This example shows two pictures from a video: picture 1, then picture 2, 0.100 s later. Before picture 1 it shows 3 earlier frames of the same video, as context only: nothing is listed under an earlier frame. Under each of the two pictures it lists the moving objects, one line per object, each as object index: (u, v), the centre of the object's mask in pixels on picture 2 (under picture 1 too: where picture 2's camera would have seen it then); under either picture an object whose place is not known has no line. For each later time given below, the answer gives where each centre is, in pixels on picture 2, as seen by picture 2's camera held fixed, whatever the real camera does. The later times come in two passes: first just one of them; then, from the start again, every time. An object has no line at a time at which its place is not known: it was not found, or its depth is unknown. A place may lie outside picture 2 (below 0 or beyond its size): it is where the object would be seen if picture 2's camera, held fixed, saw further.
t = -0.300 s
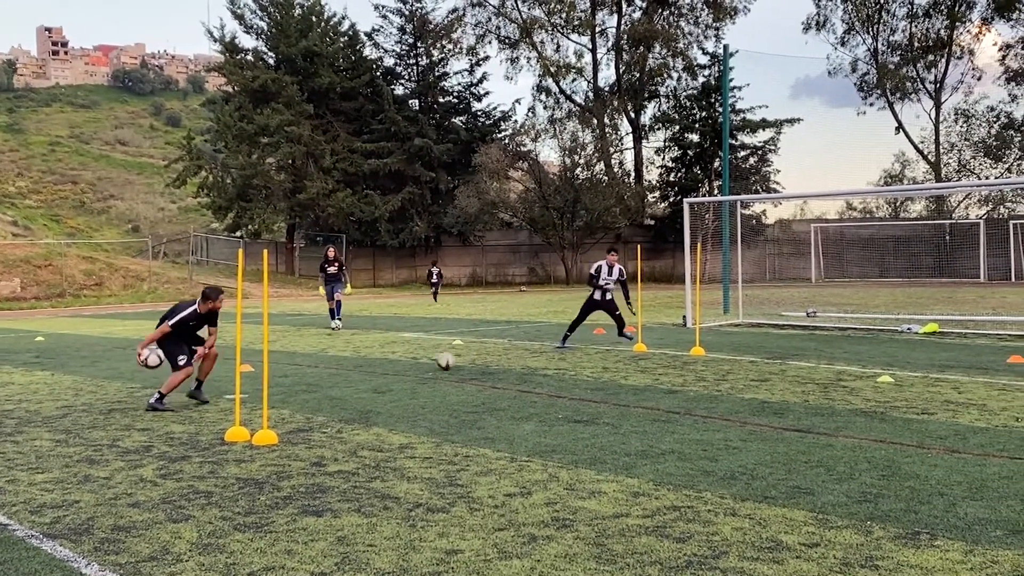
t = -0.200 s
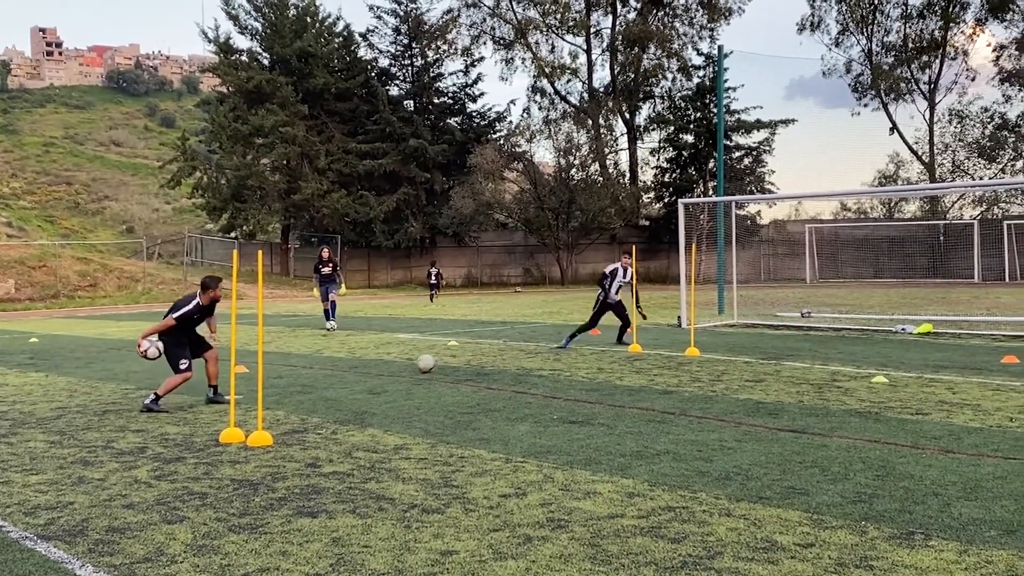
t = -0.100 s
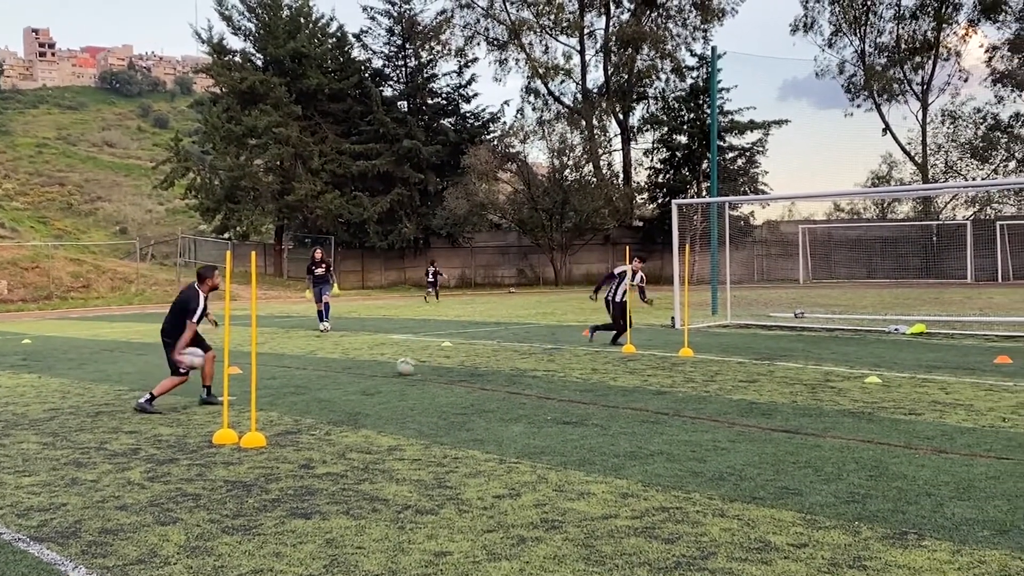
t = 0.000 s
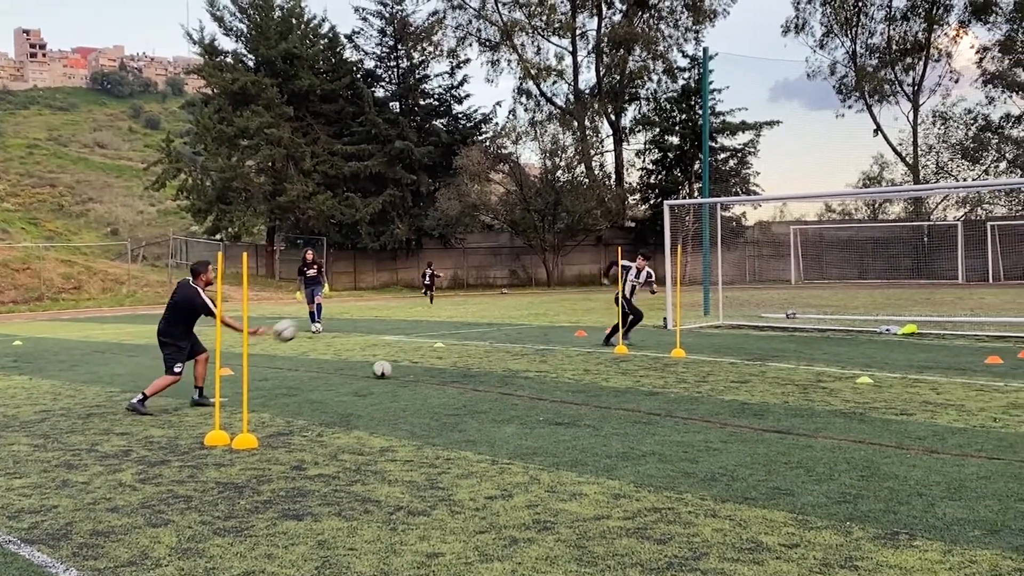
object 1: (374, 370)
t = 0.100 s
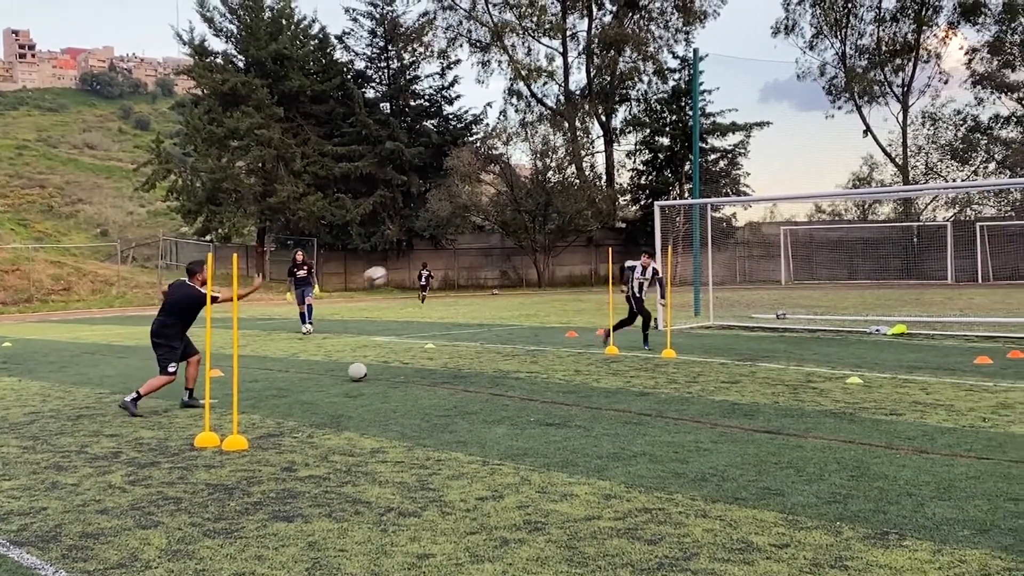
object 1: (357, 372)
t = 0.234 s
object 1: (337, 376)
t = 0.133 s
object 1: (352, 373)
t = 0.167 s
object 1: (347, 373)
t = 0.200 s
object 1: (342, 375)
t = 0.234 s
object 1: (337, 376)
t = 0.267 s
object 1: (331, 376)
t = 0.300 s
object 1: (326, 376)
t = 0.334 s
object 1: (319, 376)
